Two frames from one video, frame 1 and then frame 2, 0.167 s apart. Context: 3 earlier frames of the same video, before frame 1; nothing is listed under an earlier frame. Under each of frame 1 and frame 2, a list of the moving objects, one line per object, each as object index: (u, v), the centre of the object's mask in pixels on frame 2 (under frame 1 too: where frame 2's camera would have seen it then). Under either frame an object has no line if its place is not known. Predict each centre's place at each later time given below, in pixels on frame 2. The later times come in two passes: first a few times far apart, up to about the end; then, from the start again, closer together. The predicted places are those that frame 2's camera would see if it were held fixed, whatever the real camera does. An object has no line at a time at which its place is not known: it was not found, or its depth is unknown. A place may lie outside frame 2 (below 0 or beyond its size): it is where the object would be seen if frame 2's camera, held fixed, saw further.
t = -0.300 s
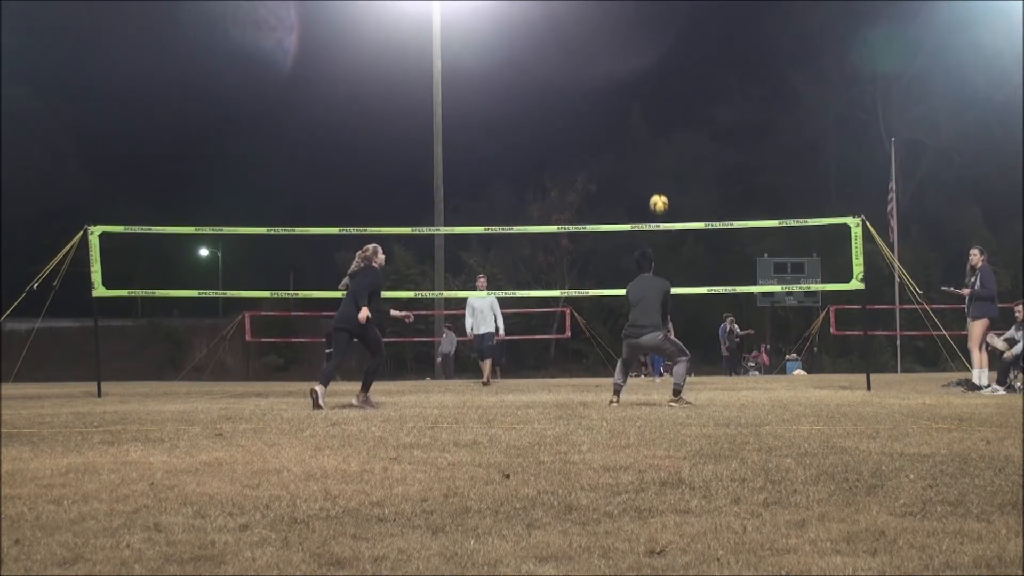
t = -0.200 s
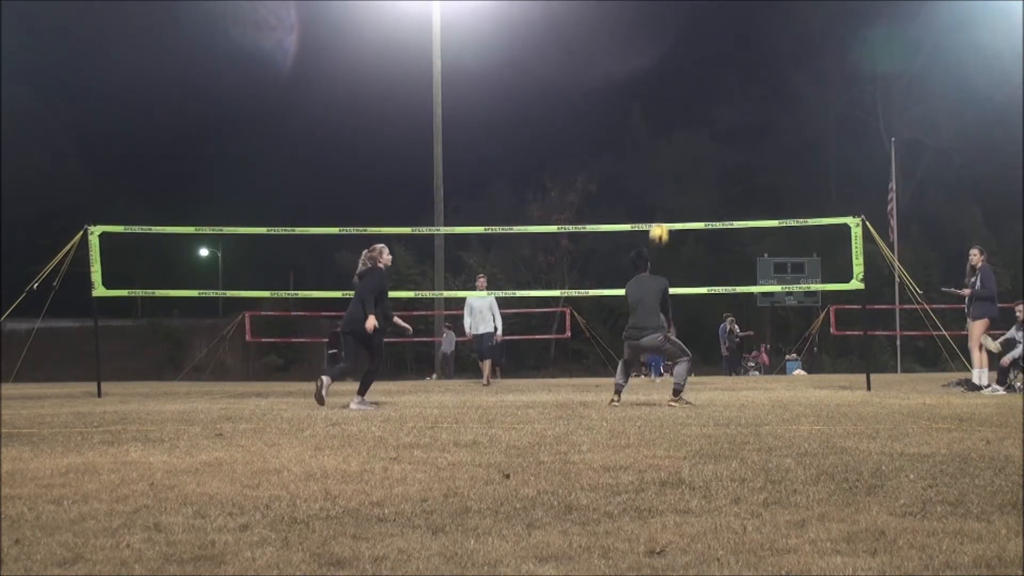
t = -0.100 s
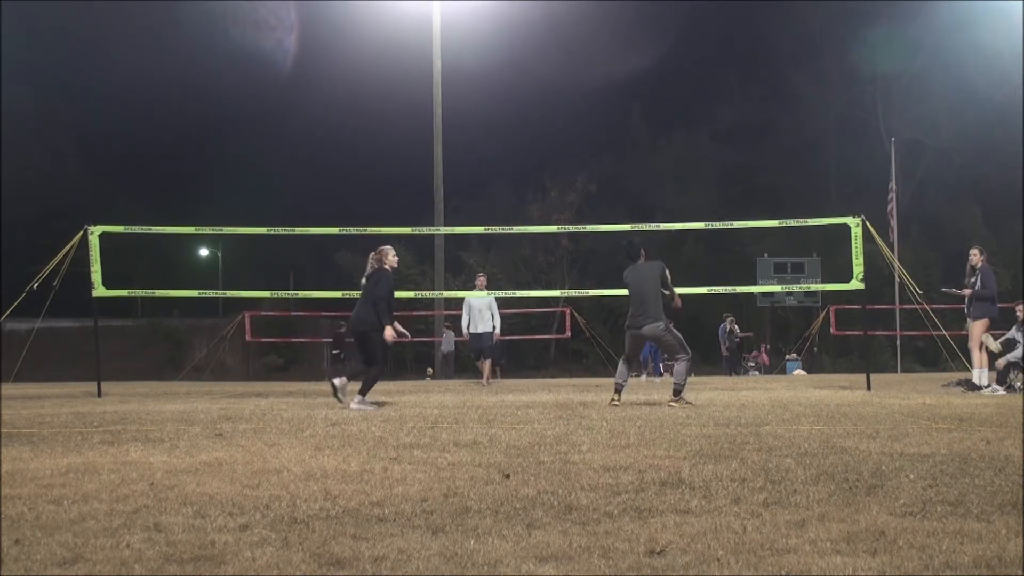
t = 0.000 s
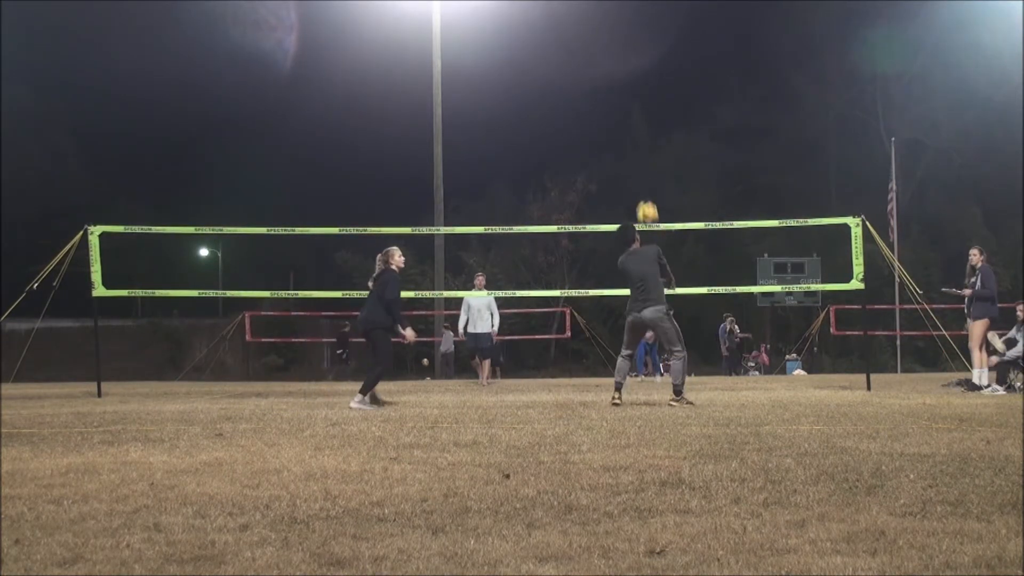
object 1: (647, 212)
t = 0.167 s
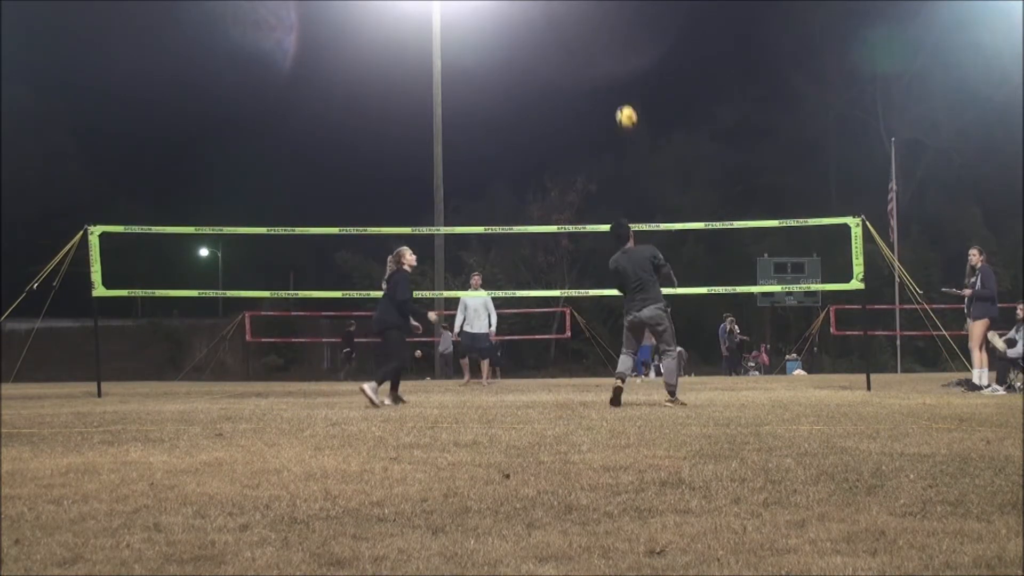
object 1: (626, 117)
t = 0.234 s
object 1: (618, 88)
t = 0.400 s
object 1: (599, 36)
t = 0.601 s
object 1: (577, 10)
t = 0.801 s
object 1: (557, 19)
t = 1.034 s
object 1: (537, 69)
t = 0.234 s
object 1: (618, 88)
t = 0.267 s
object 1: (614, 75)
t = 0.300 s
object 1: (610, 64)
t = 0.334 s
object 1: (607, 54)
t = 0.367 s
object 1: (602, 44)
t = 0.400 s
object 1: (599, 36)
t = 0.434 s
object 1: (595, 29)
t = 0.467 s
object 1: (591, 23)
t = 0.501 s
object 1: (588, 19)
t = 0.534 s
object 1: (584, 15)
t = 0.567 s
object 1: (580, 13)
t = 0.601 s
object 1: (577, 10)
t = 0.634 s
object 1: (573, 9)
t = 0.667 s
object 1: (570, 9)
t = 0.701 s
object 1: (567, 10)
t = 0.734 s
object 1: (564, 13)
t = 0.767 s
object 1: (561, 15)
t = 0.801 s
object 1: (557, 19)
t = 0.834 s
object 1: (554, 24)
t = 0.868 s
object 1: (551, 29)
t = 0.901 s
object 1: (548, 35)
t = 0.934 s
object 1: (545, 42)
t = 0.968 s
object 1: (542, 50)
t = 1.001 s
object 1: (540, 59)
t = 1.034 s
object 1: (537, 69)
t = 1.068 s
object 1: (534, 79)
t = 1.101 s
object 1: (532, 91)
